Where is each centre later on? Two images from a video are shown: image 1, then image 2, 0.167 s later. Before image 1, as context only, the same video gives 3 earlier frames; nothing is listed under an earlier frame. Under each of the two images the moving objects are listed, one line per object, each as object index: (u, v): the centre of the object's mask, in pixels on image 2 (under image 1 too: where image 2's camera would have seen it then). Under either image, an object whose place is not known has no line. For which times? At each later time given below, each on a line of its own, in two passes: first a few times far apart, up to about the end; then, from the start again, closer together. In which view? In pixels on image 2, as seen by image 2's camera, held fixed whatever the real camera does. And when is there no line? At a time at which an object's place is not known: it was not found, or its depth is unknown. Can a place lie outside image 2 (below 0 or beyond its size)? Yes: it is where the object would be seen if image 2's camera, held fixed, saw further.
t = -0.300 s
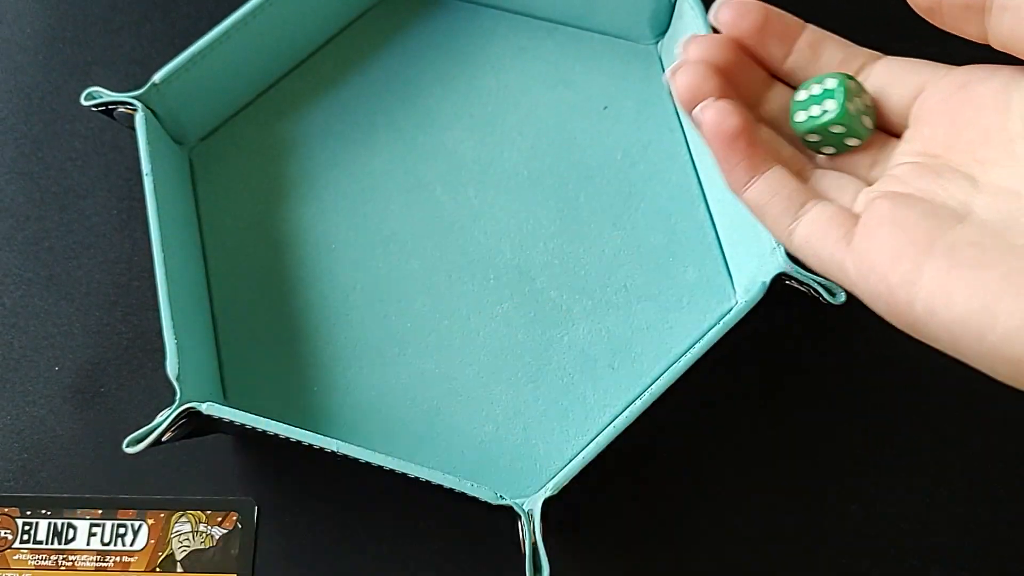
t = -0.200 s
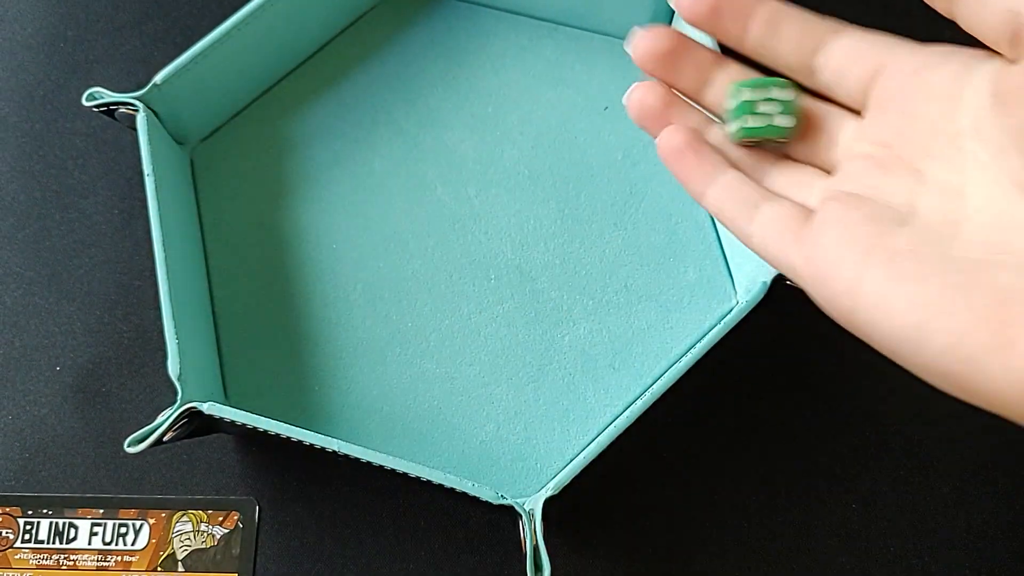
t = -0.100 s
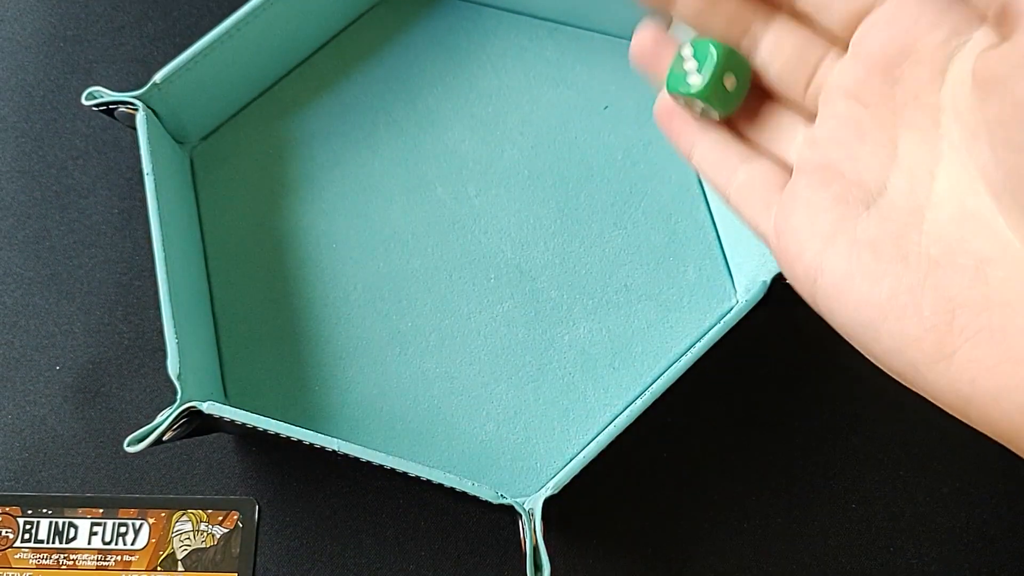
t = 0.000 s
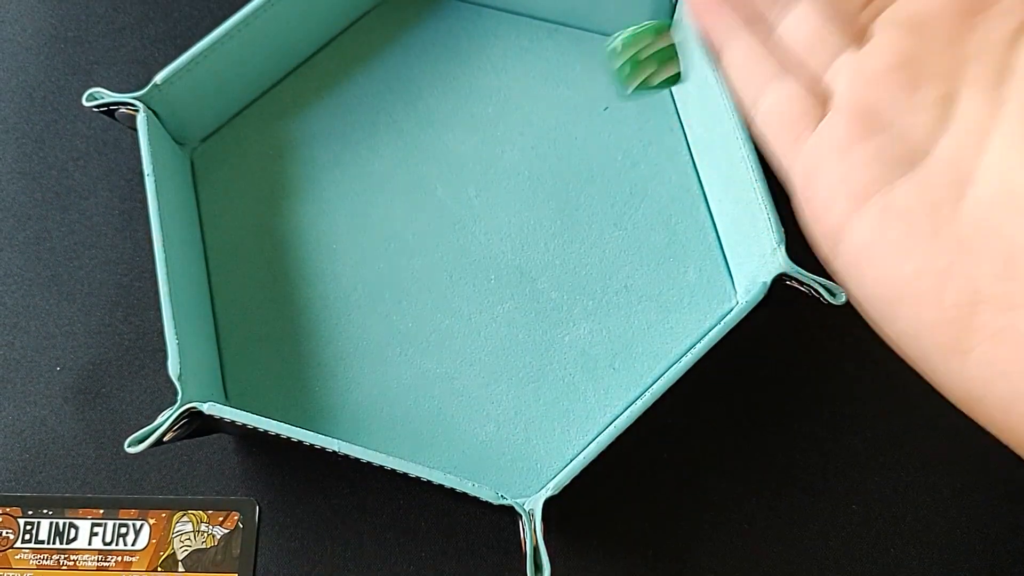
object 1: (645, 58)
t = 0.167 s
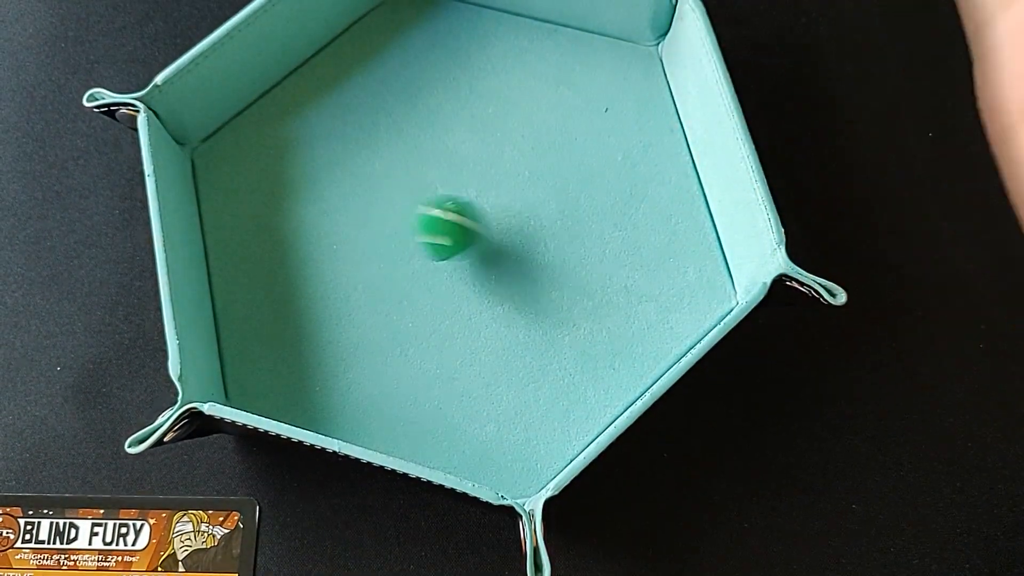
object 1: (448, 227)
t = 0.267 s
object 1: (290, 189)
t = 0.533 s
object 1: (217, 174)
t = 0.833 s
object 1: (219, 195)
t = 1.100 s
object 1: (219, 195)
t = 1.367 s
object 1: (219, 195)
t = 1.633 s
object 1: (219, 195)
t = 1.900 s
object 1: (219, 195)
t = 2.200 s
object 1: (220, 195)
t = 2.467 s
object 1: (220, 195)
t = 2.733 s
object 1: (219, 195)
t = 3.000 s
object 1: (220, 195)
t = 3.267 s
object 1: (220, 195)
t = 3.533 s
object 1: (219, 195)
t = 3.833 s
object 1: (220, 195)
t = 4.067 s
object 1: (220, 195)
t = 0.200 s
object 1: (396, 225)
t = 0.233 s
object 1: (342, 207)
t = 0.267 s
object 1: (290, 189)
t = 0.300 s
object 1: (245, 177)
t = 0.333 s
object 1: (207, 170)
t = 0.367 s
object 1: (214, 163)
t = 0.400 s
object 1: (213, 159)
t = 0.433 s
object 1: (210, 155)
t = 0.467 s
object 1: (212, 156)
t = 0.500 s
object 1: (213, 162)
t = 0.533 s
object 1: (217, 174)
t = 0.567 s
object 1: (221, 185)
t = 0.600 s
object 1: (220, 194)
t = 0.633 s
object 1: (219, 195)
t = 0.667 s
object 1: (219, 195)
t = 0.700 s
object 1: (219, 195)
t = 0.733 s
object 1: (219, 195)
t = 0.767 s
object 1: (219, 195)
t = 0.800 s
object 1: (219, 195)
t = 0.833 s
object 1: (219, 195)
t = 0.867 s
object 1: (220, 195)
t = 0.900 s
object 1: (220, 195)
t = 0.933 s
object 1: (219, 195)
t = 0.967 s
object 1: (219, 195)
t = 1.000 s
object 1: (219, 195)
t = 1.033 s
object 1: (220, 195)
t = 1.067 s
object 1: (220, 195)
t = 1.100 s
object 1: (219, 195)
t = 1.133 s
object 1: (219, 195)
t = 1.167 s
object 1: (220, 195)
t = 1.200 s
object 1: (220, 195)
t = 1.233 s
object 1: (220, 195)
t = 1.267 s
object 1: (220, 195)
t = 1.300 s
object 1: (220, 195)
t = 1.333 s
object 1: (219, 195)
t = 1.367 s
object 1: (219, 195)
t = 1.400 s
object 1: (219, 195)
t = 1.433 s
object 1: (220, 195)
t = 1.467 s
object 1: (220, 195)
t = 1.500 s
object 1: (220, 195)
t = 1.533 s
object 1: (219, 195)
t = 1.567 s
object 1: (219, 195)
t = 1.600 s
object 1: (220, 195)
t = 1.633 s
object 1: (219, 195)
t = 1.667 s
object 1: (220, 195)
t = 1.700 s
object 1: (219, 195)
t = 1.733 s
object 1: (219, 195)
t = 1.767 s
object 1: (220, 195)
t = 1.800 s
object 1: (220, 195)
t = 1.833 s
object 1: (220, 195)
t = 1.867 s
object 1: (220, 195)
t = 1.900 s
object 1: (219, 195)
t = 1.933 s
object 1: (219, 195)
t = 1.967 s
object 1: (220, 195)
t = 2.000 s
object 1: (220, 195)
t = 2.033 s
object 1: (219, 195)
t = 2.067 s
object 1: (219, 195)
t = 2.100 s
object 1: (219, 195)
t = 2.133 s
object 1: (220, 195)
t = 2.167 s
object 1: (220, 195)
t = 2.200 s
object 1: (220, 195)
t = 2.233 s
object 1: (220, 195)
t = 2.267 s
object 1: (220, 195)
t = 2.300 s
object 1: (220, 195)
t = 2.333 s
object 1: (219, 195)
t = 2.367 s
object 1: (220, 195)
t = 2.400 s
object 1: (220, 195)
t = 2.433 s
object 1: (220, 195)
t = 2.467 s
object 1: (220, 195)
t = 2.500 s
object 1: (219, 195)
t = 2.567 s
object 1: (220, 195)
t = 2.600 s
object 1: (220, 195)
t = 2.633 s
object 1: (220, 195)
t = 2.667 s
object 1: (220, 195)
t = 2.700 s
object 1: (219, 195)
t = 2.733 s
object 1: (219, 195)
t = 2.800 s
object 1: (220, 195)
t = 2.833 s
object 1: (220, 195)
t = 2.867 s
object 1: (220, 195)
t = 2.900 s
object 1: (219, 195)
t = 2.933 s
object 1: (219, 195)
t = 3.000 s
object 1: (220, 195)
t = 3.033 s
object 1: (220, 195)
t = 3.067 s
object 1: (219, 195)
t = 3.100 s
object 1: (220, 195)
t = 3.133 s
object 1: (219, 195)
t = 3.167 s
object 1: (219, 195)
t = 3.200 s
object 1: (219, 195)
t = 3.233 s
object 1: (220, 195)
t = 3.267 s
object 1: (220, 195)
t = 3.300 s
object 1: (219, 195)
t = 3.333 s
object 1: (219, 195)
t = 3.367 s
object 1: (219, 195)
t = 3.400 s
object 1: (219, 195)
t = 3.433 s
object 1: (220, 195)
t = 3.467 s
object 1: (220, 195)
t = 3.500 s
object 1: (220, 195)
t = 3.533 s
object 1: (219, 195)
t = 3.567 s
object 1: (220, 195)
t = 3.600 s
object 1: (220, 195)
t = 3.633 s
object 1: (220, 195)
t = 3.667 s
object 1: (220, 195)
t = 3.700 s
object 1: (220, 195)
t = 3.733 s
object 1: (220, 195)
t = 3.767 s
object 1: (220, 195)
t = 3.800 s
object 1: (220, 195)
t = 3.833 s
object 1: (220, 195)
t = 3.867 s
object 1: (220, 195)
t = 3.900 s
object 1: (220, 195)
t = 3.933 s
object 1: (220, 194)
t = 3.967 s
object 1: (220, 195)
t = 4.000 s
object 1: (220, 195)
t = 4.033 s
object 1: (220, 195)
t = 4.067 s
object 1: (220, 195)
